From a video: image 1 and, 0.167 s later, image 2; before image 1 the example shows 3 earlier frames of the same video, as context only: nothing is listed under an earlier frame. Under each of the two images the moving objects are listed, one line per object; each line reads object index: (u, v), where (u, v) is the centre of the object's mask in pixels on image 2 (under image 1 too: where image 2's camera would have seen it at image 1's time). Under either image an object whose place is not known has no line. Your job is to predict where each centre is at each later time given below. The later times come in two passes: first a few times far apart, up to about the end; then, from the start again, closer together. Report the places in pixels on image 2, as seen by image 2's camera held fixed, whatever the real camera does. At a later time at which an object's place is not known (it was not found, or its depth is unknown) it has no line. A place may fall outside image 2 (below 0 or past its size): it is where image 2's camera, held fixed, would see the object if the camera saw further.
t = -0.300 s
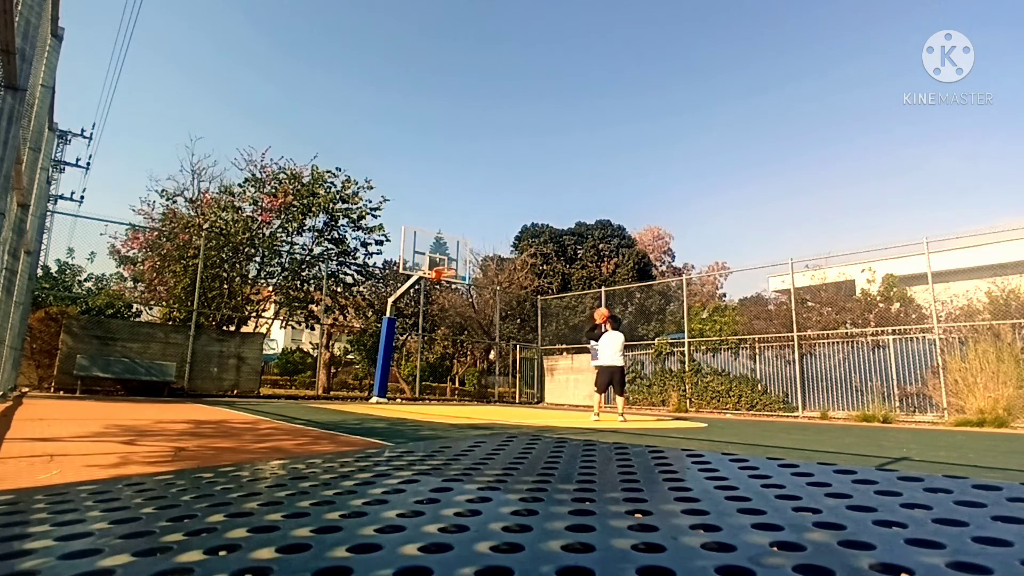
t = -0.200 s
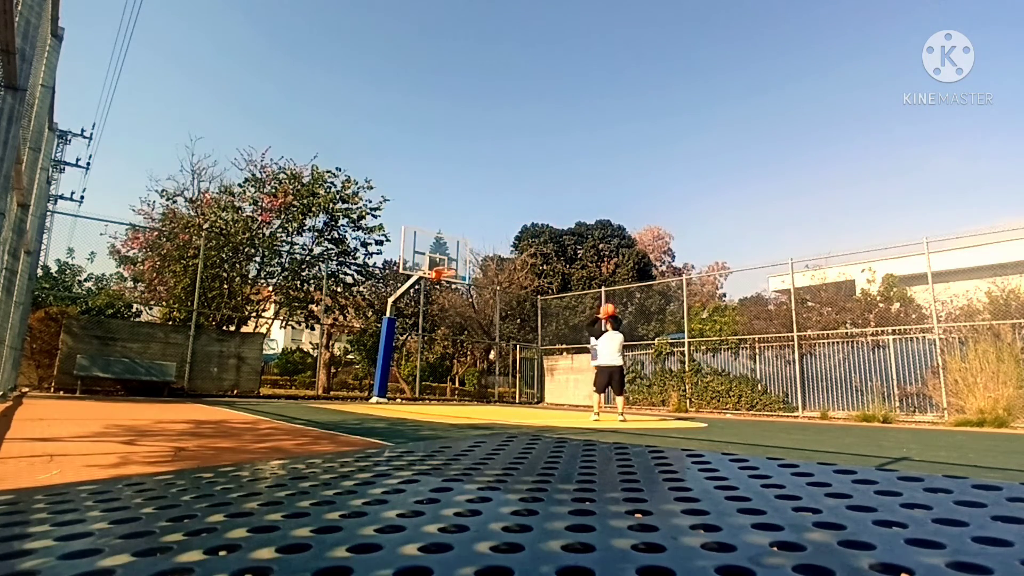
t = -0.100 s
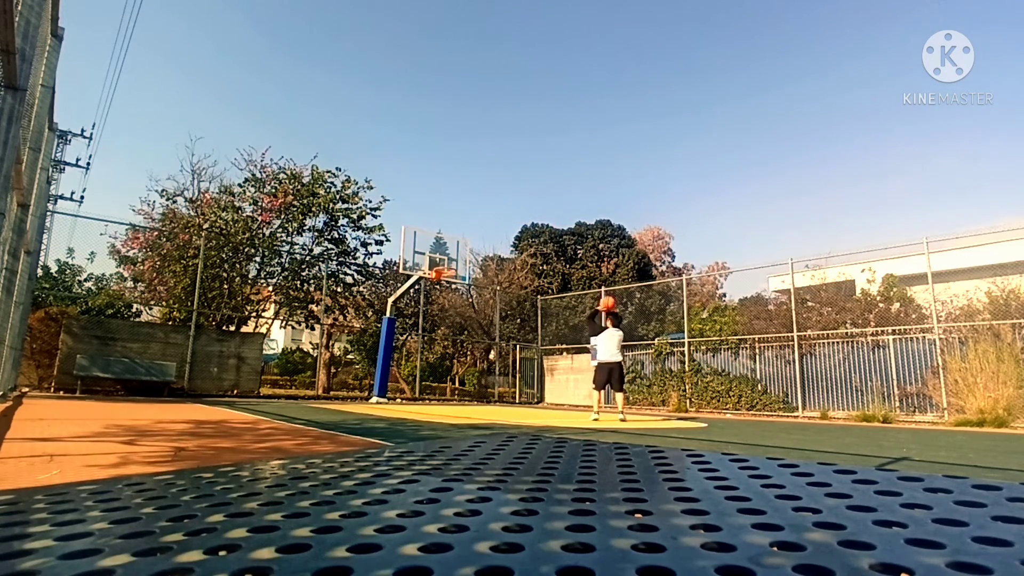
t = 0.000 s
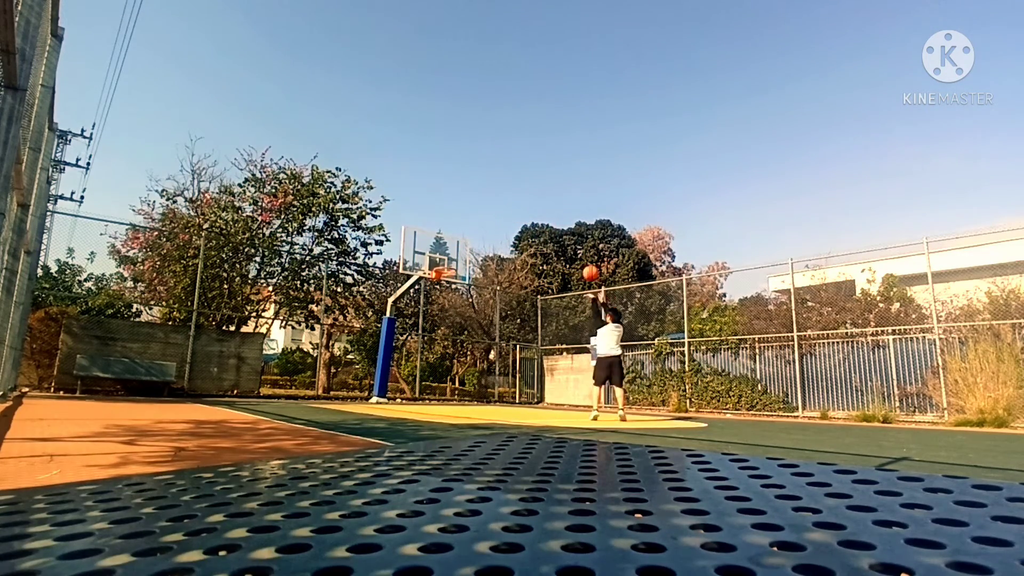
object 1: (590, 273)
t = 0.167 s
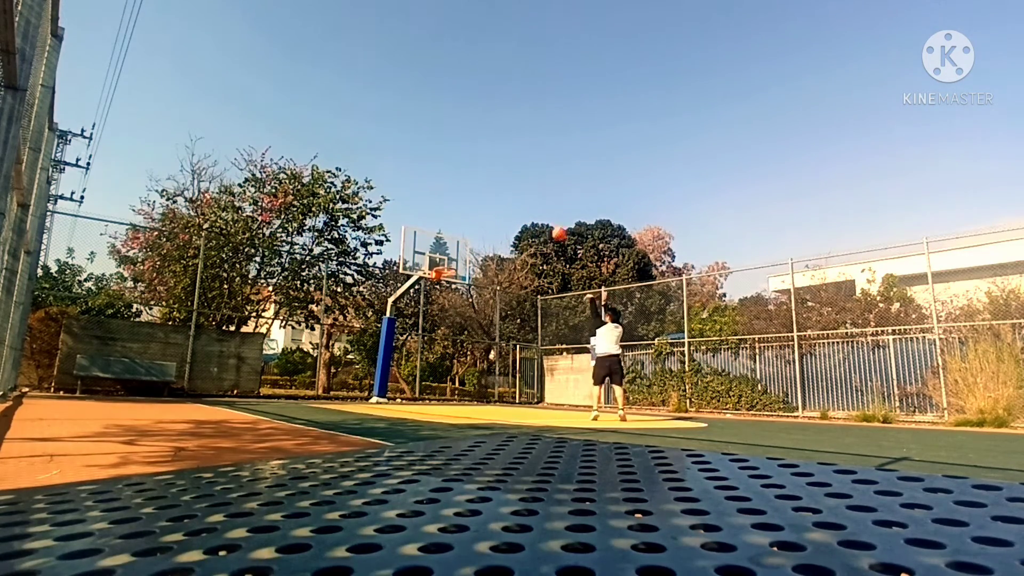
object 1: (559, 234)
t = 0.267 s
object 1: (542, 218)
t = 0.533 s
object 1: (502, 206)
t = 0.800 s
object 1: (467, 227)
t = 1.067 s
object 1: (445, 270)
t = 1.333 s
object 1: (420, 297)
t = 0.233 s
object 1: (547, 222)
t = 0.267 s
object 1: (542, 218)
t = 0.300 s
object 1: (536, 215)
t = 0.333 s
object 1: (531, 212)
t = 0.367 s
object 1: (526, 209)
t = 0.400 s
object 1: (521, 208)
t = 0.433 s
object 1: (516, 206)
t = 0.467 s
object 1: (511, 206)
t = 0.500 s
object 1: (507, 206)
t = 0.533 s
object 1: (502, 206)
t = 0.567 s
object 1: (497, 207)
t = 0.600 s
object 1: (493, 209)
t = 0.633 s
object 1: (488, 211)
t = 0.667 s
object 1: (484, 213)
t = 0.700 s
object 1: (480, 216)
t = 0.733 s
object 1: (476, 219)
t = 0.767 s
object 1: (471, 223)
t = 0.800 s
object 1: (467, 227)
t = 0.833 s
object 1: (463, 232)
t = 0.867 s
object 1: (459, 237)
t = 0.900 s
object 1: (456, 242)
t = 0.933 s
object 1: (452, 248)
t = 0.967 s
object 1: (448, 254)
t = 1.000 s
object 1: (444, 261)
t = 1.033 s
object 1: (440, 268)
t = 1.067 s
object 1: (445, 270)
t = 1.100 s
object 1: (450, 272)
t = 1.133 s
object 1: (446, 273)
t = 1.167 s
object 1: (441, 276)
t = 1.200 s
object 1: (438, 280)
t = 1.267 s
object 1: (429, 288)
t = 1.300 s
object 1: (424, 292)
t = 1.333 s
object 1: (420, 297)
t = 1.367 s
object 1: (414, 304)
